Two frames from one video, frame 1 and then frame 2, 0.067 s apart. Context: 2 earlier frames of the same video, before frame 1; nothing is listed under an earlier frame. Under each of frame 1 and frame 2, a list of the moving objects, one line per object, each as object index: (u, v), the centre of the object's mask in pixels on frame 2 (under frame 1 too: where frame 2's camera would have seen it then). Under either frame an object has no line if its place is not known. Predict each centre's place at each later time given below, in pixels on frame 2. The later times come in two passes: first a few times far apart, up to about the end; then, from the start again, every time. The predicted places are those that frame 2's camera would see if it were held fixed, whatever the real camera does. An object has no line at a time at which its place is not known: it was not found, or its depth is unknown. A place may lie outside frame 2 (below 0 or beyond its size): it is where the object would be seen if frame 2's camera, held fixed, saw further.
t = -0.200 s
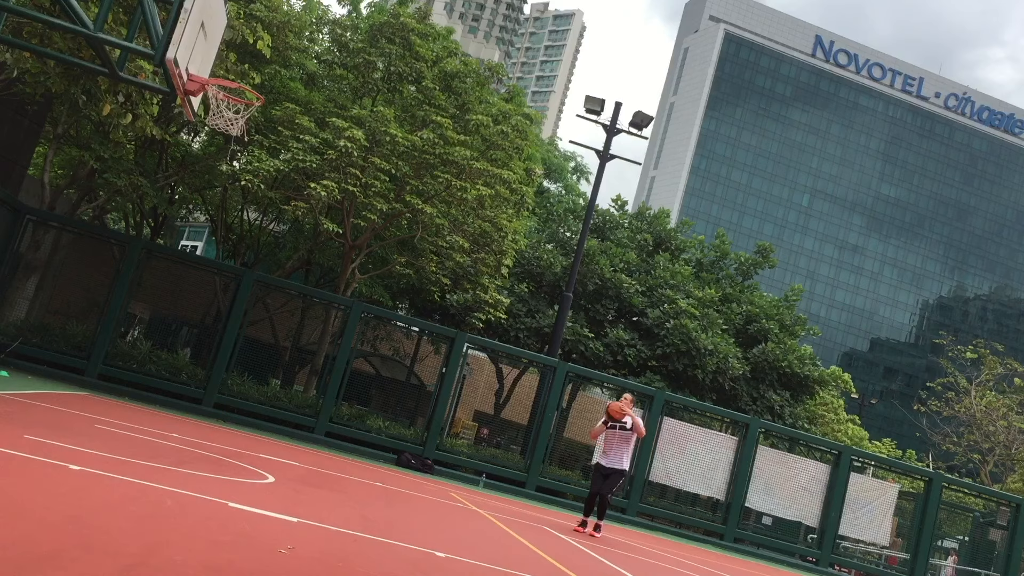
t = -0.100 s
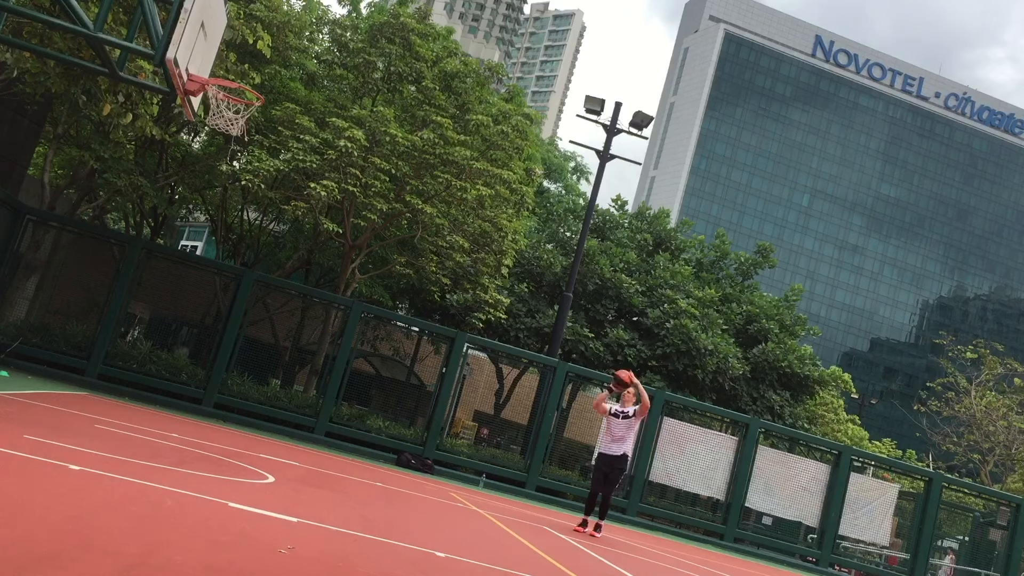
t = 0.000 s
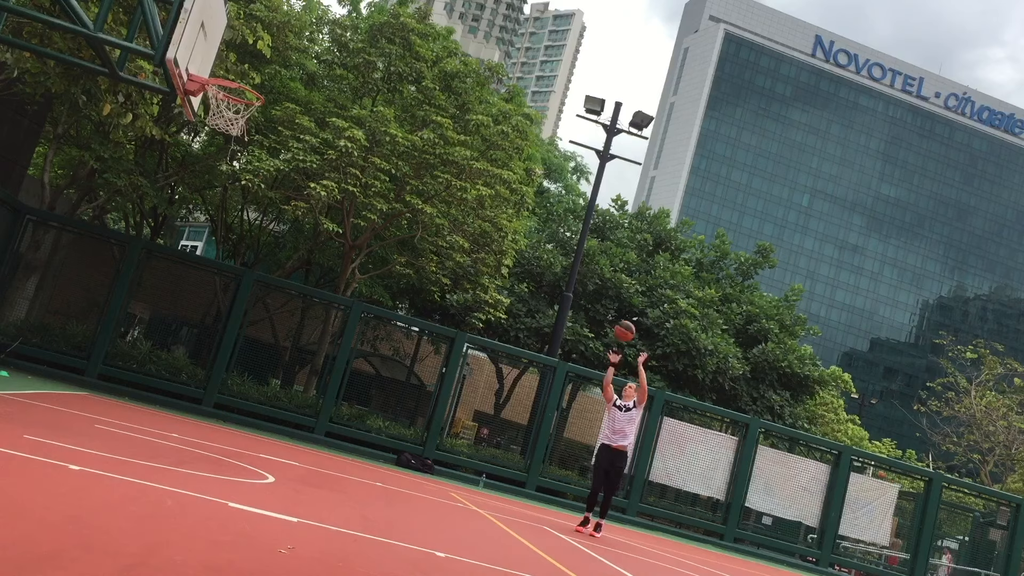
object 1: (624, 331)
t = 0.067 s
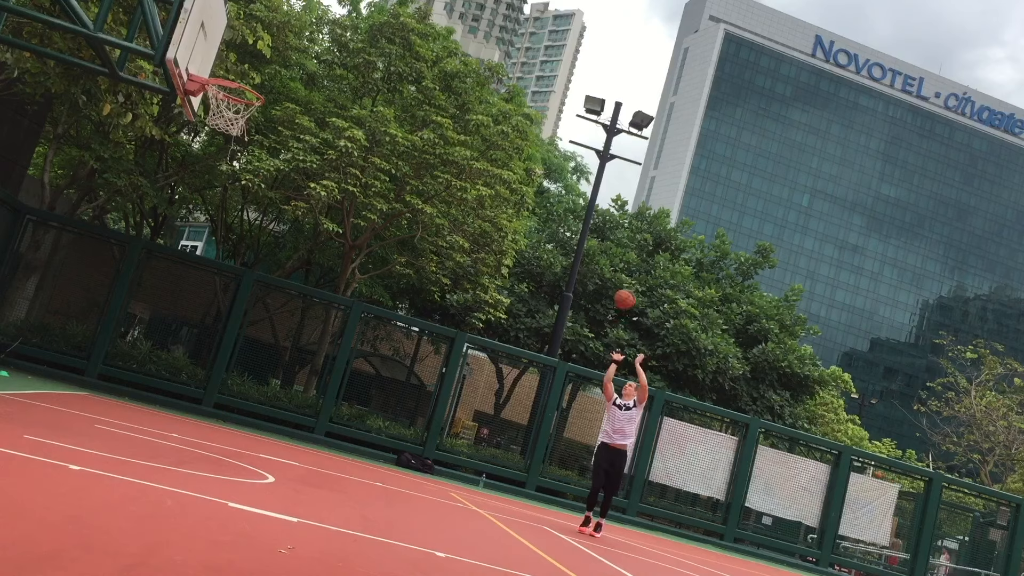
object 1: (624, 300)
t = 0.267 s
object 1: (620, 222)
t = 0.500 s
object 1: (603, 168)
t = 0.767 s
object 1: (566, 160)
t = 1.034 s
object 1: (509, 217)
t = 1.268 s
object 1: (435, 331)
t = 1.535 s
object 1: (363, 423)
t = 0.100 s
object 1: (624, 284)
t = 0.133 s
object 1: (624, 270)
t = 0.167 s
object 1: (624, 256)
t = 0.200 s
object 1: (623, 244)
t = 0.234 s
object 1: (622, 232)
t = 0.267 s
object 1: (620, 222)
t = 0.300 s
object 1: (618, 211)
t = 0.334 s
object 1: (616, 202)
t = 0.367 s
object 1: (614, 194)
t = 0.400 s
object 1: (612, 186)
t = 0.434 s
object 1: (609, 179)
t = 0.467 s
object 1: (606, 173)
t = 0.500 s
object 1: (603, 168)
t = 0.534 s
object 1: (599, 164)
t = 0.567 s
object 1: (595, 161)
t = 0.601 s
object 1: (591, 158)
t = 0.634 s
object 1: (587, 157)
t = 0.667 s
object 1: (582, 156)
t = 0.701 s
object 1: (577, 157)
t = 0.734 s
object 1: (572, 157)
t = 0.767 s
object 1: (566, 160)
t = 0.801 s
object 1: (561, 163)
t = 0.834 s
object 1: (554, 167)
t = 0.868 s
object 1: (548, 173)
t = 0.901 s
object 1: (541, 180)
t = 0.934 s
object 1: (533, 187)
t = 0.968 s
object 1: (526, 196)
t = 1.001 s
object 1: (517, 206)
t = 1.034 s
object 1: (509, 217)
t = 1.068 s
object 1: (500, 228)
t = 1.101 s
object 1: (491, 242)
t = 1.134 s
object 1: (481, 257)
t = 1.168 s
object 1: (470, 274)
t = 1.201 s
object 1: (459, 292)
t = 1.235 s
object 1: (447, 311)
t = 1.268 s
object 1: (435, 331)
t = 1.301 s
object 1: (423, 353)
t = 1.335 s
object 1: (409, 377)
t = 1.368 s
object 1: (395, 402)
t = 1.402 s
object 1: (380, 430)
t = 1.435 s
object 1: (364, 460)
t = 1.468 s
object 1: (353, 478)
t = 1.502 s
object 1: (359, 450)
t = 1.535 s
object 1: (363, 423)
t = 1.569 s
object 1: (368, 397)
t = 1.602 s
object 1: (372, 374)
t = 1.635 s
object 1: (375, 352)
